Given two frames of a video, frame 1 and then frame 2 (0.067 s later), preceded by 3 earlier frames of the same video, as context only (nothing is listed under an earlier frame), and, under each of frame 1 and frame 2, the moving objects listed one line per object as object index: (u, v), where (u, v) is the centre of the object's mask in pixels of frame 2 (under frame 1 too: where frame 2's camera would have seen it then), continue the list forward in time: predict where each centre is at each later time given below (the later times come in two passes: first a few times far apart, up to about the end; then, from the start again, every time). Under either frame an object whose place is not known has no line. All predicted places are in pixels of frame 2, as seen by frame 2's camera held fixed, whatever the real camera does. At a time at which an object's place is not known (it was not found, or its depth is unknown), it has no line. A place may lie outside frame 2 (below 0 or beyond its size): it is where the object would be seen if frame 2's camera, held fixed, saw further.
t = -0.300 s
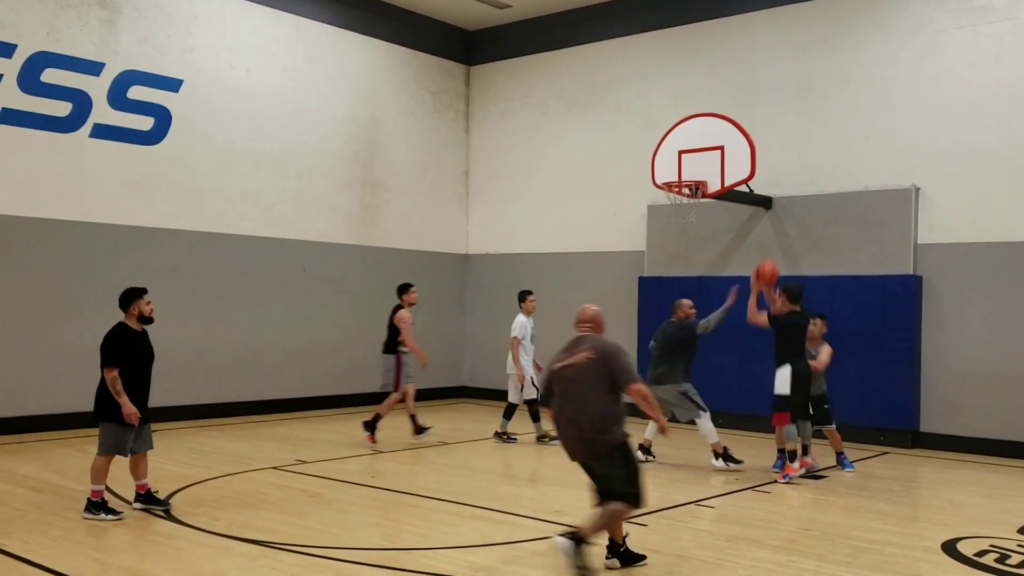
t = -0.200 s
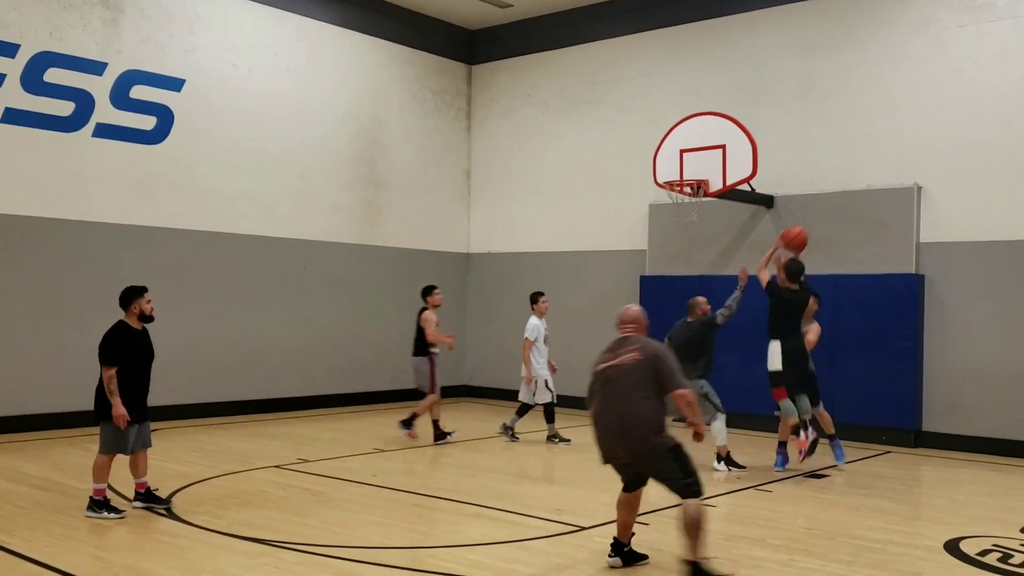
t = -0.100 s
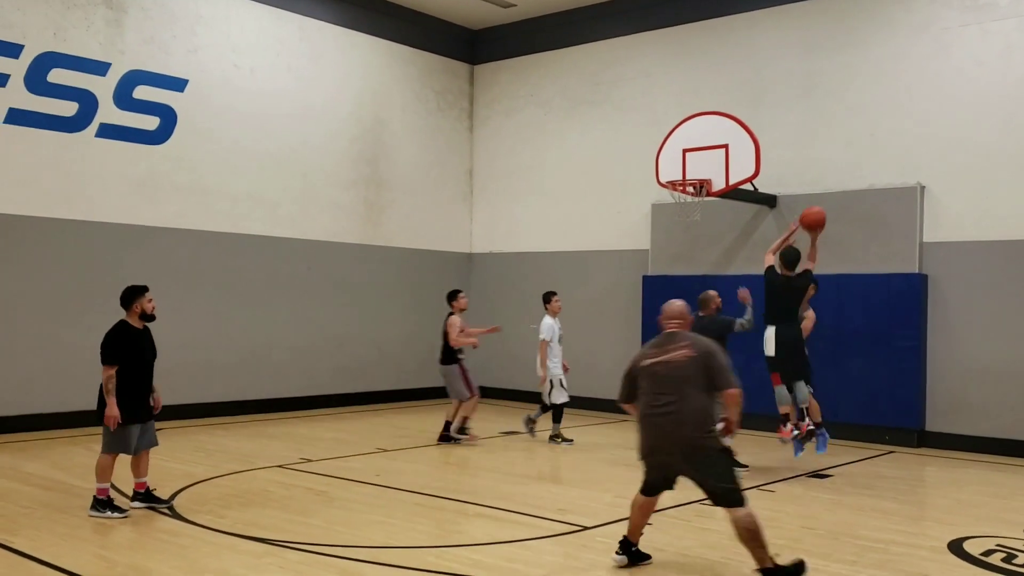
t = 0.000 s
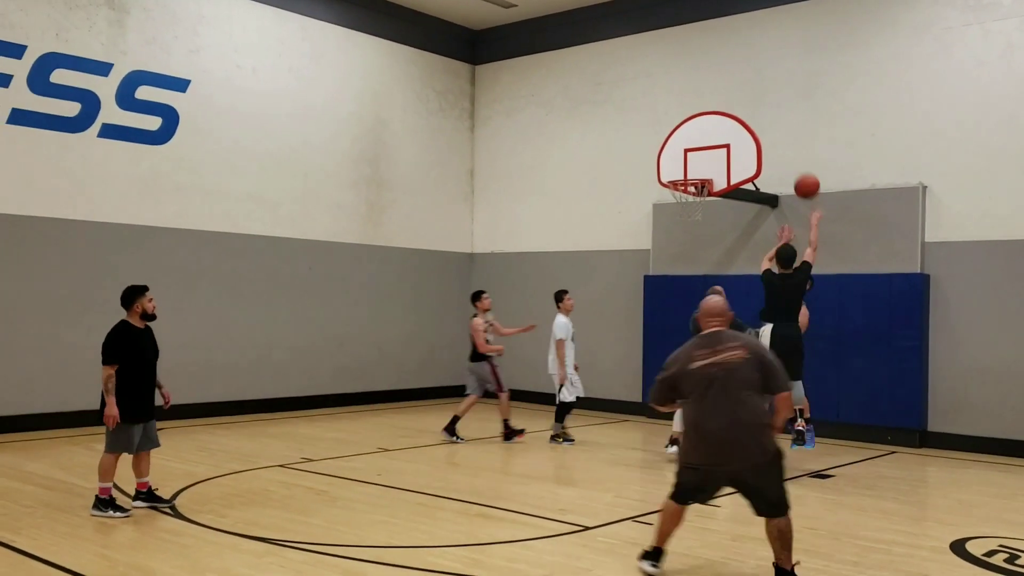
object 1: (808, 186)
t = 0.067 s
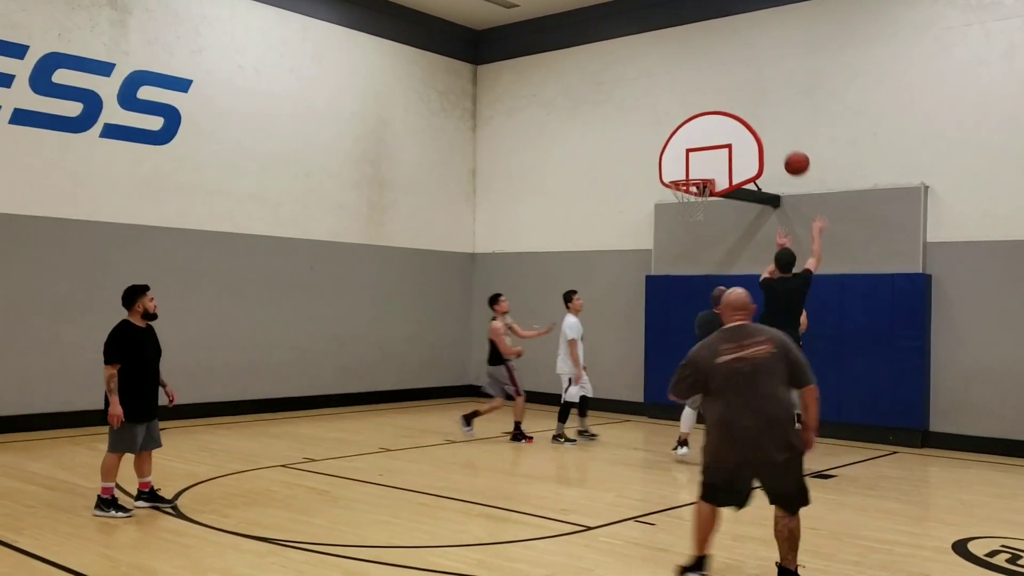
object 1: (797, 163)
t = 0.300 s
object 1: (758, 123)
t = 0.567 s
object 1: (720, 140)
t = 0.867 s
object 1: (673, 202)
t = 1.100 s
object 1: (673, 230)
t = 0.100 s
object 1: (791, 154)
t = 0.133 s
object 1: (785, 146)
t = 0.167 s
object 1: (780, 139)
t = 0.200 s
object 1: (774, 133)
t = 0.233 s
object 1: (768, 129)
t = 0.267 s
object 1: (763, 125)
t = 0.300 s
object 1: (758, 123)
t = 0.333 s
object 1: (753, 122)
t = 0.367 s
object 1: (748, 122)
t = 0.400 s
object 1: (743, 122)
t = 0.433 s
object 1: (738, 124)
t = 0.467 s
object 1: (733, 127)
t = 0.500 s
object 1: (728, 130)
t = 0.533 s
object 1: (724, 135)
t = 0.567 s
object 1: (720, 140)
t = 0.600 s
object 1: (715, 146)
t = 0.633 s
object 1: (710, 151)
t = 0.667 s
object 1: (704, 157)
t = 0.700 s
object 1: (699, 163)
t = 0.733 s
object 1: (693, 170)
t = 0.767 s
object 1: (687, 174)
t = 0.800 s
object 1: (680, 189)
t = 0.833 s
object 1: (676, 198)
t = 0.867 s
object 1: (673, 202)
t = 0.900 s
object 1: (672, 205)
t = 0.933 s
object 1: (672, 207)
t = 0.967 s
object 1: (672, 211)
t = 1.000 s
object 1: (673, 213)
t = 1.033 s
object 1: (673, 218)
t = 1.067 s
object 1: (673, 224)
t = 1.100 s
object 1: (673, 230)
